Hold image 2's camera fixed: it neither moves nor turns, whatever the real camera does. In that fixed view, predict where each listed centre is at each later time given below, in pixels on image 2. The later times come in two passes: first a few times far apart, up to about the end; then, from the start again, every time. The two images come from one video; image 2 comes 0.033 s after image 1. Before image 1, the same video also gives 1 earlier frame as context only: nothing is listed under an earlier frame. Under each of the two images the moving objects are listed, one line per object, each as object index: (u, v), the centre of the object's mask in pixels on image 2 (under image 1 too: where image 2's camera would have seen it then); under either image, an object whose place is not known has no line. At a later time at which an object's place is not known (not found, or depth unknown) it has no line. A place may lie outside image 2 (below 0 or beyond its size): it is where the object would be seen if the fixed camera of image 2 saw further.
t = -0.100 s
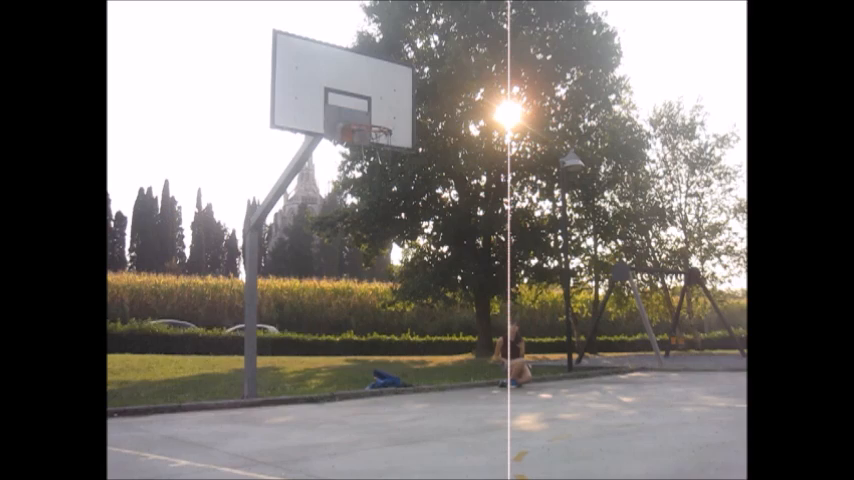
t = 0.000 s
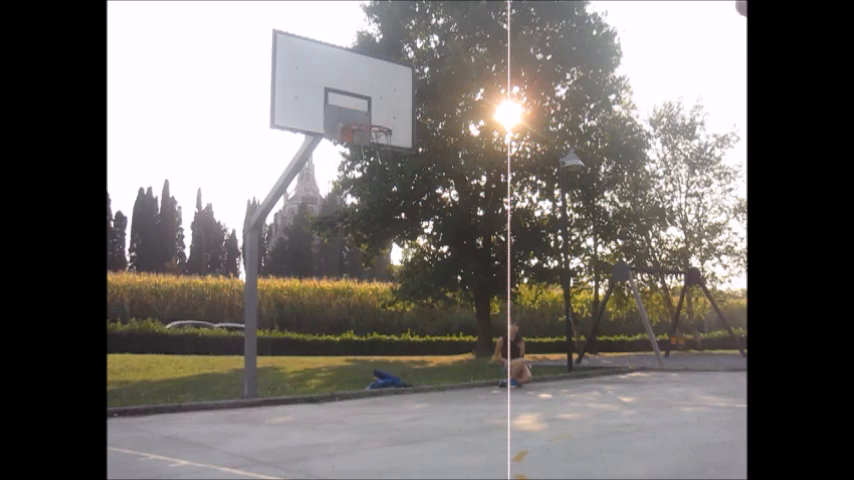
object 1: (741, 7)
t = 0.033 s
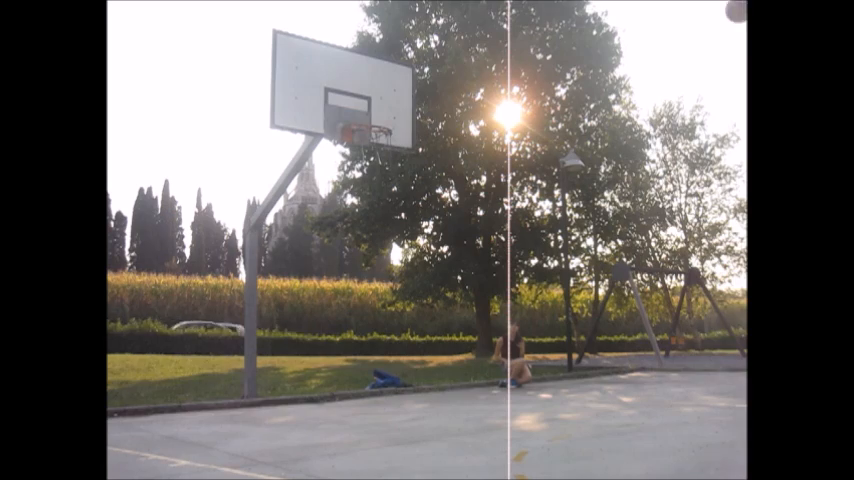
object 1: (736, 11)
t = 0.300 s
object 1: (666, 102)
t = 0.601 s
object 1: (593, 301)
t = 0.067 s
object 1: (729, 16)
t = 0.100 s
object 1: (720, 25)
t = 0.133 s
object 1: (710, 34)
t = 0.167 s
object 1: (701, 45)
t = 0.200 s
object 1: (692, 58)
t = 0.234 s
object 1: (683, 71)
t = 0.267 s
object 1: (674, 86)
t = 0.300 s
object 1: (666, 102)
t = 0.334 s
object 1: (657, 118)
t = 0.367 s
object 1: (650, 137)
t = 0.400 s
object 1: (640, 154)
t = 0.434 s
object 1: (632, 178)
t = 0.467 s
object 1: (624, 199)
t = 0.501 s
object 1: (616, 224)
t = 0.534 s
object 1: (609, 248)
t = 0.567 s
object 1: (602, 273)
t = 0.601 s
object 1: (593, 301)
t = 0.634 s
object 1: (586, 331)
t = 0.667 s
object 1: (578, 359)
